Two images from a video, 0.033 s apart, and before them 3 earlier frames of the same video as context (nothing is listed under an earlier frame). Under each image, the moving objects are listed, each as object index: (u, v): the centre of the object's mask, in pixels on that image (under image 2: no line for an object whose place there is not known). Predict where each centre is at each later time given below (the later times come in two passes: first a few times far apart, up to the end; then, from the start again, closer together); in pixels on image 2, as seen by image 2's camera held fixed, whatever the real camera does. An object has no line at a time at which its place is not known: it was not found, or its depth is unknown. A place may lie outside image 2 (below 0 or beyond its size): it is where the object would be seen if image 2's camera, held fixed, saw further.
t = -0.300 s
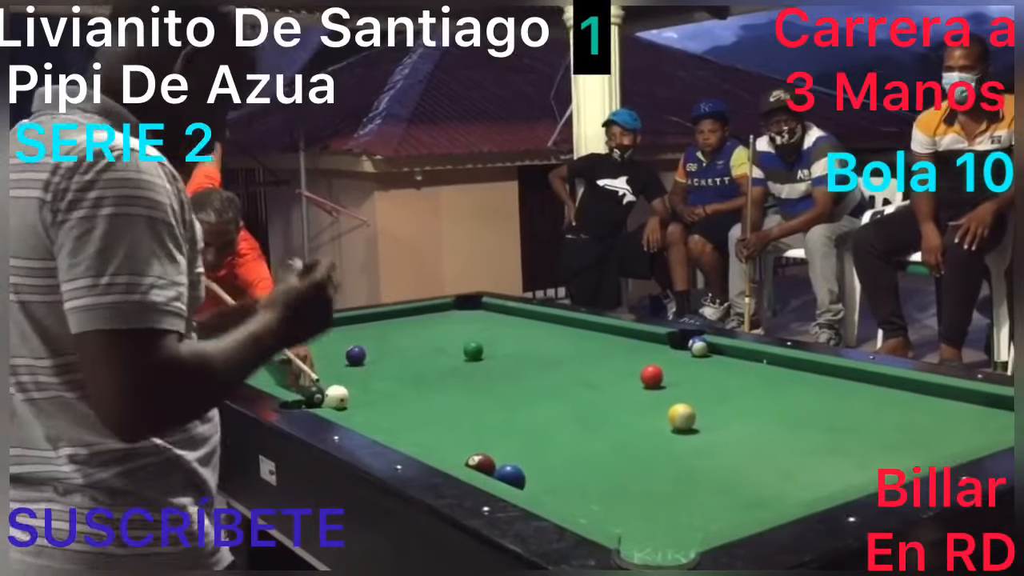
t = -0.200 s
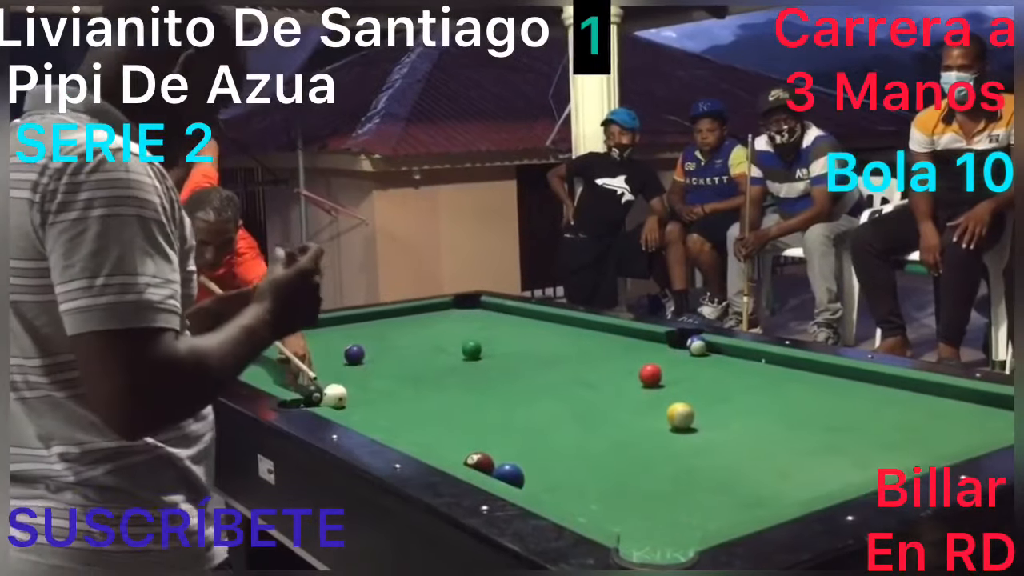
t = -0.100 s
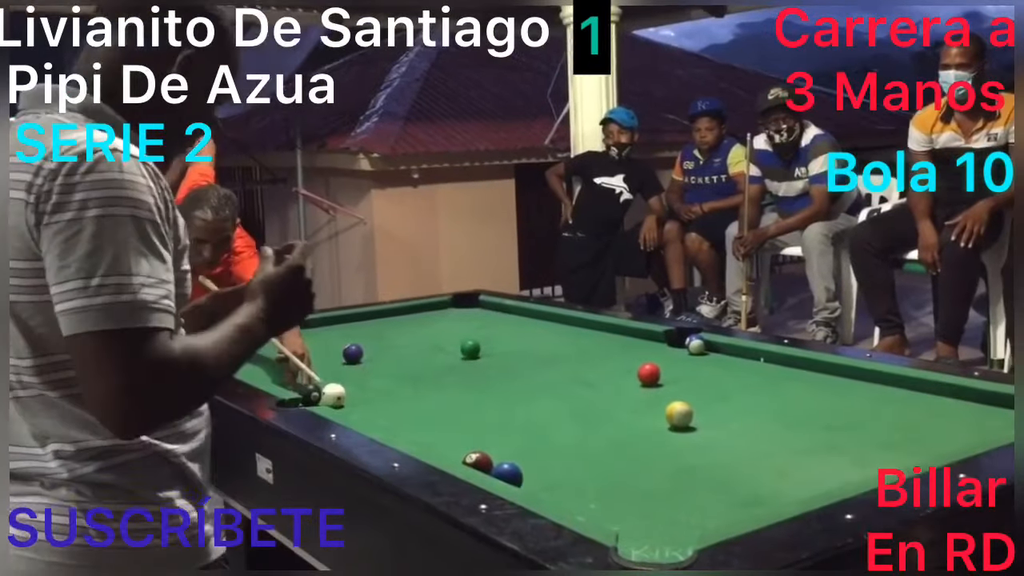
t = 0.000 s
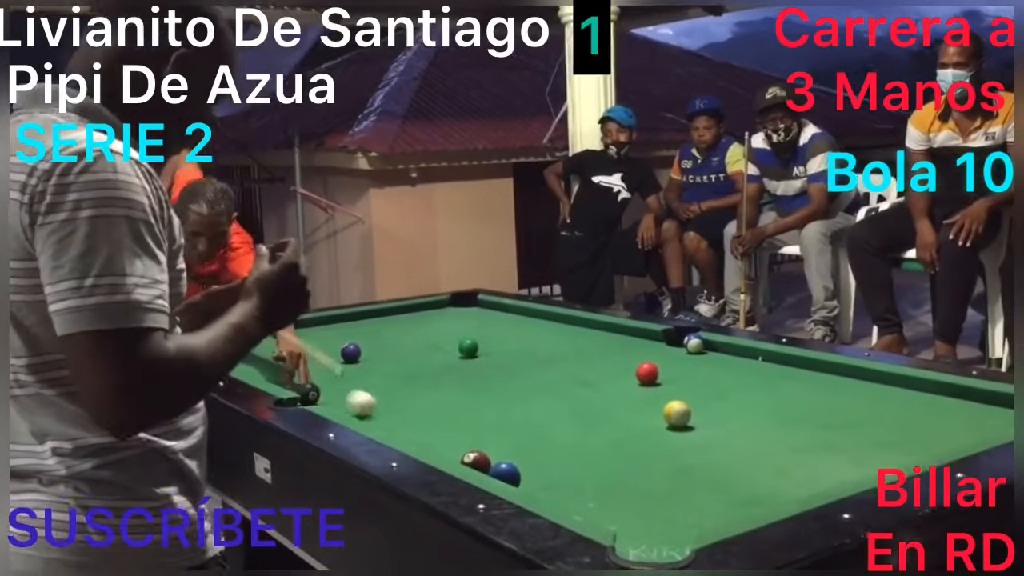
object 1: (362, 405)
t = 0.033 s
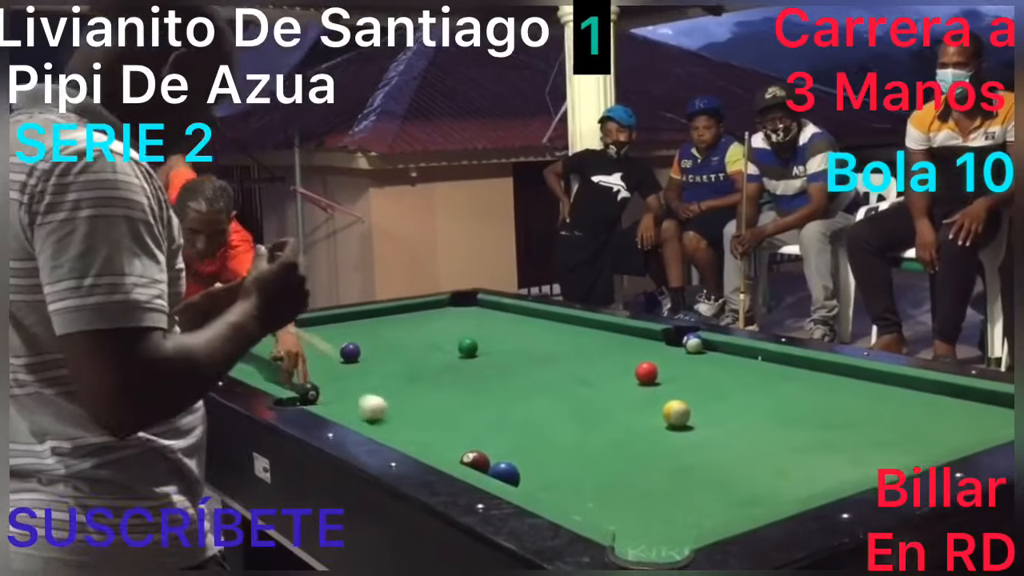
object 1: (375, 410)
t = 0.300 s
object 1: (491, 444)
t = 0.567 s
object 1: (653, 499)
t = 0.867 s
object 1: (612, 489)
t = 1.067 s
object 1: (542, 470)
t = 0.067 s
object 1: (386, 414)
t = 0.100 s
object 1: (400, 418)
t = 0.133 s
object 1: (413, 423)
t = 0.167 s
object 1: (428, 428)
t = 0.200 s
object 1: (443, 432)
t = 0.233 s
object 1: (458, 437)
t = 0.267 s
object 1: (474, 438)
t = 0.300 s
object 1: (491, 444)
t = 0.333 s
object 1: (509, 450)
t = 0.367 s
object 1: (527, 459)
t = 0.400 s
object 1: (546, 466)
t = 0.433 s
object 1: (565, 473)
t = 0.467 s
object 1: (586, 479)
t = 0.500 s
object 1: (608, 486)
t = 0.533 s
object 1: (629, 491)
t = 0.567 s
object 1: (653, 499)
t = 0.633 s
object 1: (704, 509)
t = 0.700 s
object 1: (683, 509)
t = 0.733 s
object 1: (669, 506)
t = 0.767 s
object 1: (654, 501)
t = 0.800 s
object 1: (639, 497)
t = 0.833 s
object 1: (626, 493)
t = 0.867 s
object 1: (612, 489)
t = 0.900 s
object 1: (599, 485)
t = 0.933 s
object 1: (587, 482)
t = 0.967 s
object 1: (575, 479)
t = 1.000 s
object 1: (564, 475)
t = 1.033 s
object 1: (553, 472)
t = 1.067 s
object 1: (542, 470)
